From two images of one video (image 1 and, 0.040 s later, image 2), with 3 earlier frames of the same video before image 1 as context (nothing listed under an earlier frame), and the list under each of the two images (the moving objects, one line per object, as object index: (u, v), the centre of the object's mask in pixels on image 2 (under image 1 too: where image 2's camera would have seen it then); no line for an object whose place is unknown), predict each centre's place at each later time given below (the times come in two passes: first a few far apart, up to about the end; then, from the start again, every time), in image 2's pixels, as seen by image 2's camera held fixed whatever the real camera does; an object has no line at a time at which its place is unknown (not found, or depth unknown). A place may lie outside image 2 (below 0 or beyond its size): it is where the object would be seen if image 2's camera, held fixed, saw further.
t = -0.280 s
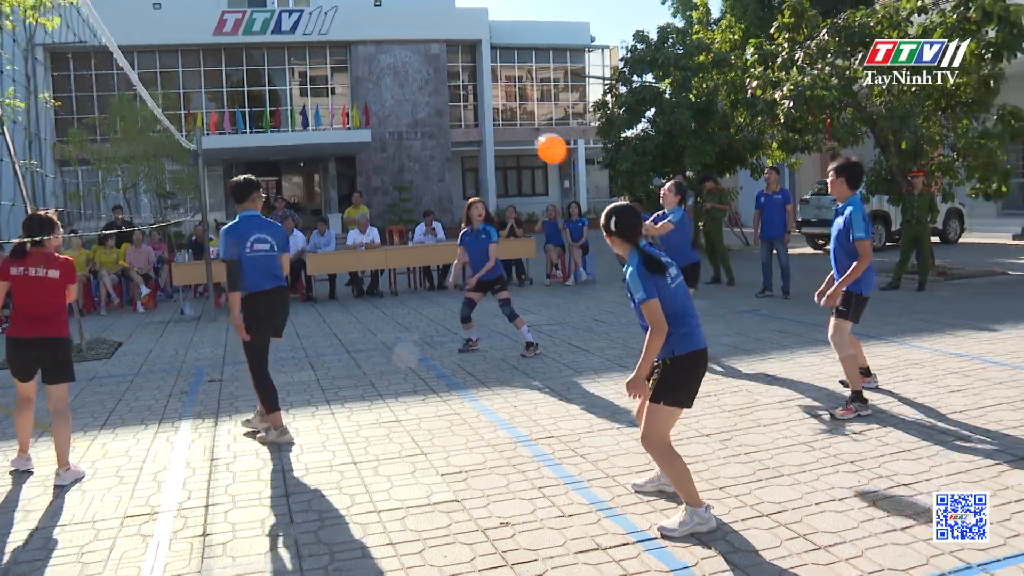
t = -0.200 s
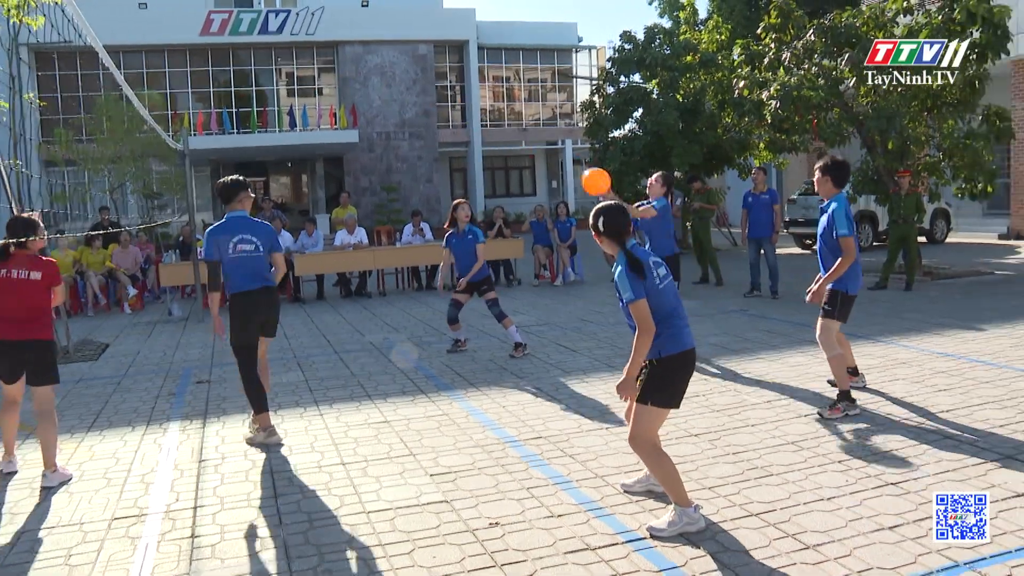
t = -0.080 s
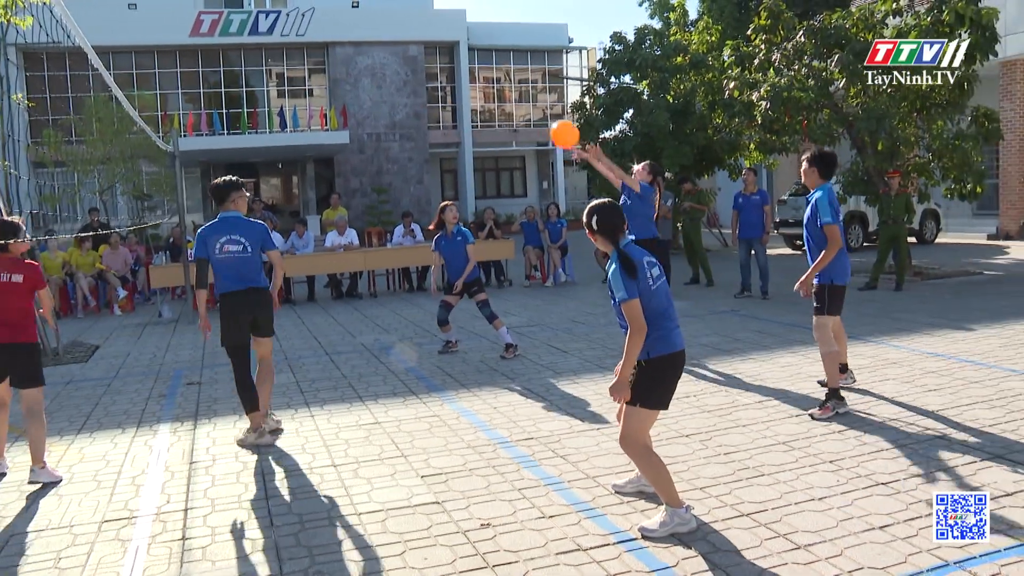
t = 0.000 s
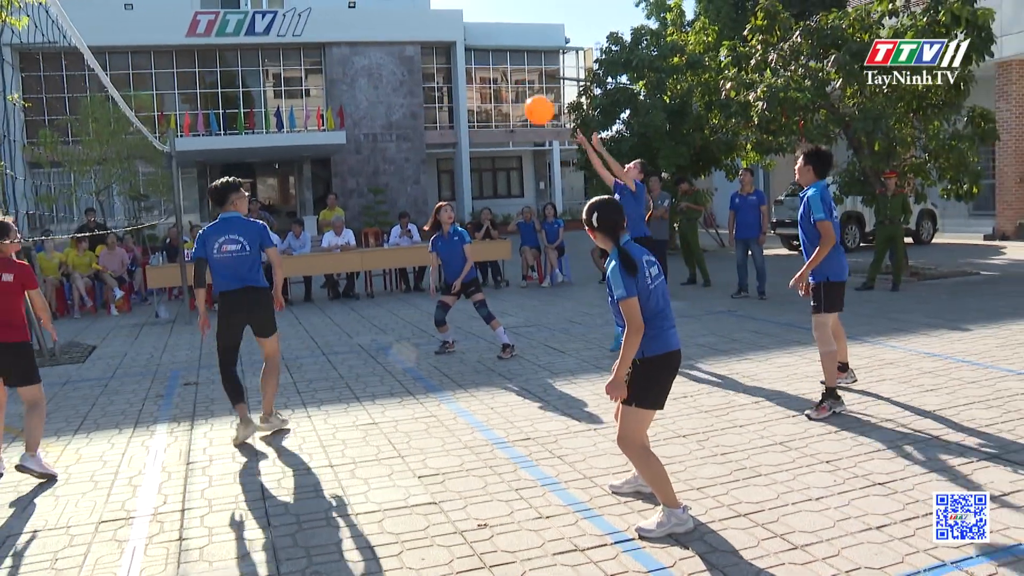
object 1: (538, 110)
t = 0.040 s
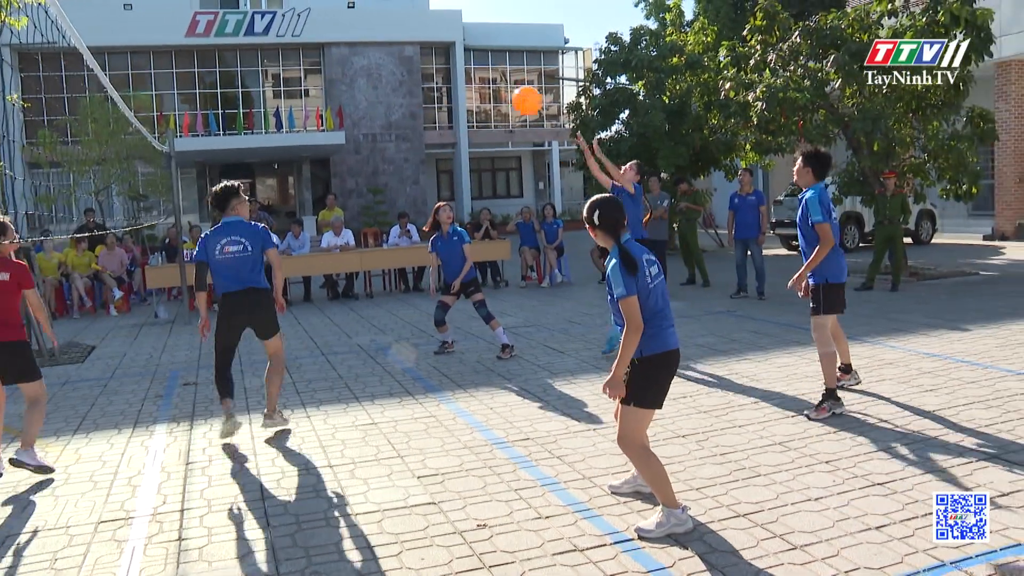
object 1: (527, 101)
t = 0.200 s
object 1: (481, 81)
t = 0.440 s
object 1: (416, 113)
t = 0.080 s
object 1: (515, 92)
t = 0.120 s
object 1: (504, 87)
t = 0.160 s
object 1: (493, 83)
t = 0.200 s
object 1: (481, 81)
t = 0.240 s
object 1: (470, 81)
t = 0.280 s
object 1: (459, 83)
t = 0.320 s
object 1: (449, 87)
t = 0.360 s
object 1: (438, 94)
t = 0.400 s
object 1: (427, 102)
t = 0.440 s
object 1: (416, 113)
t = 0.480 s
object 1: (406, 126)
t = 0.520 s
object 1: (395, 141)
